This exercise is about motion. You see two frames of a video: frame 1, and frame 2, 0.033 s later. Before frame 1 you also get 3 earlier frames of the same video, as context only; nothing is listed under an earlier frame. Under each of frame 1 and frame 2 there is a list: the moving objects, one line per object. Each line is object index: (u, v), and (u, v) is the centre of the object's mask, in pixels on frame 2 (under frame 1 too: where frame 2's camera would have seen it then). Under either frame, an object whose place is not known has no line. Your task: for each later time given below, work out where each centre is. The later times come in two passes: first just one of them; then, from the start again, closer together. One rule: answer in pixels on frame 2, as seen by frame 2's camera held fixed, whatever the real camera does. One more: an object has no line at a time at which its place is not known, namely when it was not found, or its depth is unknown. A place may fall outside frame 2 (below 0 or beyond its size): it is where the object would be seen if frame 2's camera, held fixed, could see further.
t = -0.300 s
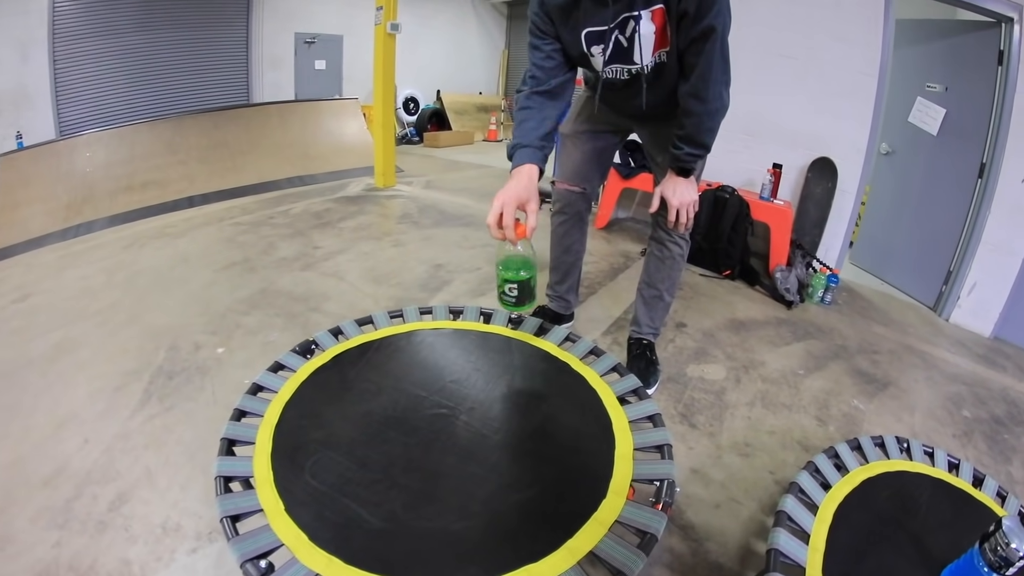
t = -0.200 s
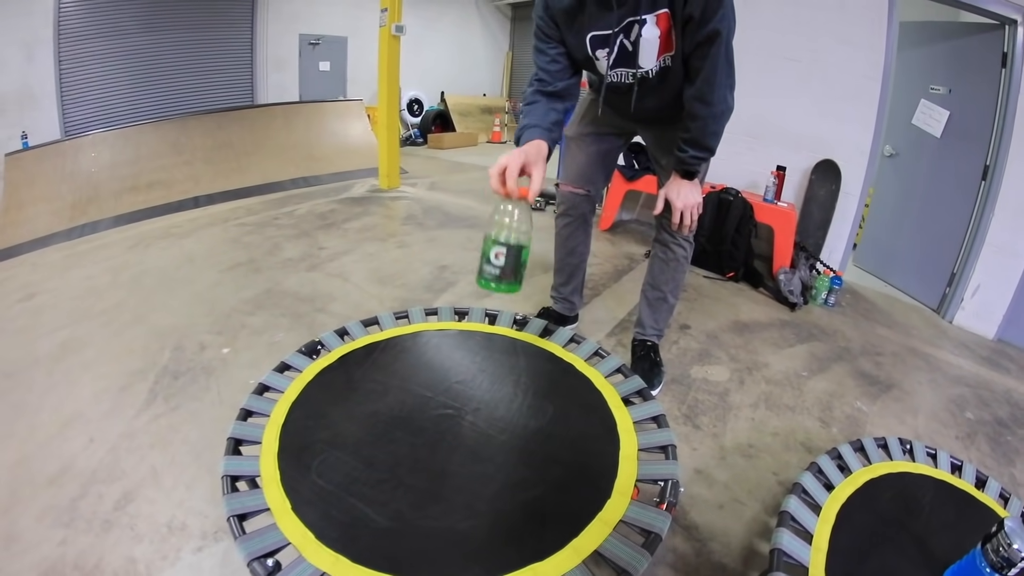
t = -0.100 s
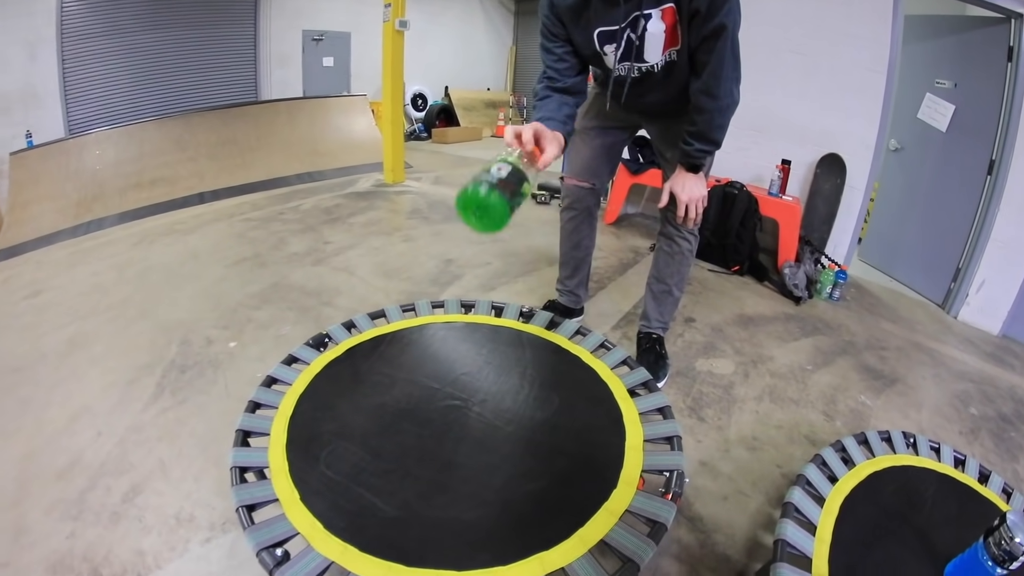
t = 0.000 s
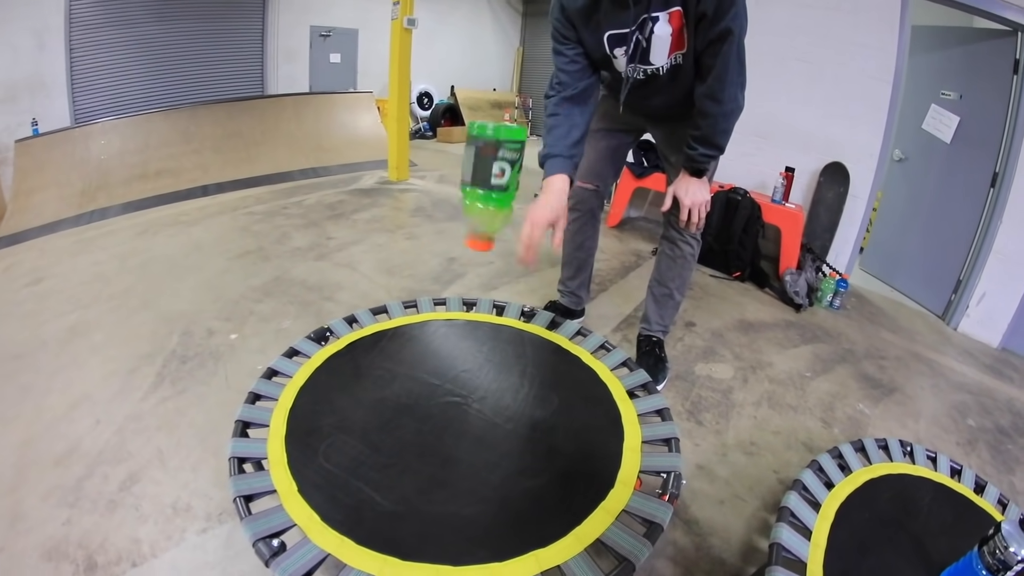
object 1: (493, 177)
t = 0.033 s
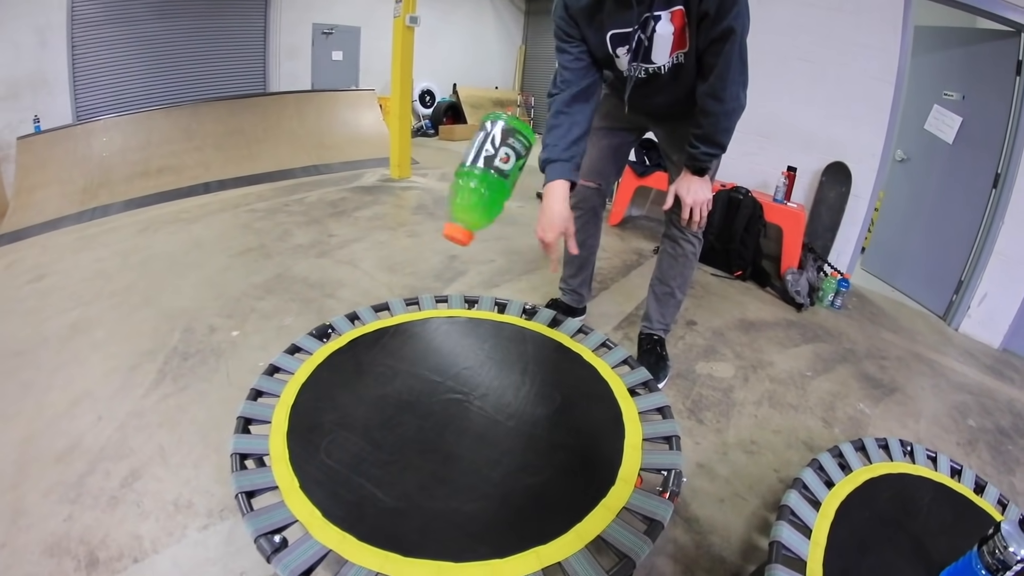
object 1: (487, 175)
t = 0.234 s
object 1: (462, 330)
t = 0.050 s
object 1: (485, 178)
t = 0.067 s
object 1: (482, 184)
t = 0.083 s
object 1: (481, 191)
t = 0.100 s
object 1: (479, 200)
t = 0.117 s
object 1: (476, 211)
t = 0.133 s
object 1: (474, 224)
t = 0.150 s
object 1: (473, 238)
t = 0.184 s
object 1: (469, 272)
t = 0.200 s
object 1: (465, 290)
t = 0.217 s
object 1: (463, 310)
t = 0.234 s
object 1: (462, 330)
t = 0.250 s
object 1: (461, 350)
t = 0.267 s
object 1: (460, 372)
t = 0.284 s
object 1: (458, 390)
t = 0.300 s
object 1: (458, 392)
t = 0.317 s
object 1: (459, 385)
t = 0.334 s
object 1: (461, 377)
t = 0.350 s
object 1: (461, 372)
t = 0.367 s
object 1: (460, 366)
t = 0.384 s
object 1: (459, 361)
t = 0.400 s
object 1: (460, 357)
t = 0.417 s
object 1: (460, 354)
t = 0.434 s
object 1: (460, 352)
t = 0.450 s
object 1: (461, 352)
